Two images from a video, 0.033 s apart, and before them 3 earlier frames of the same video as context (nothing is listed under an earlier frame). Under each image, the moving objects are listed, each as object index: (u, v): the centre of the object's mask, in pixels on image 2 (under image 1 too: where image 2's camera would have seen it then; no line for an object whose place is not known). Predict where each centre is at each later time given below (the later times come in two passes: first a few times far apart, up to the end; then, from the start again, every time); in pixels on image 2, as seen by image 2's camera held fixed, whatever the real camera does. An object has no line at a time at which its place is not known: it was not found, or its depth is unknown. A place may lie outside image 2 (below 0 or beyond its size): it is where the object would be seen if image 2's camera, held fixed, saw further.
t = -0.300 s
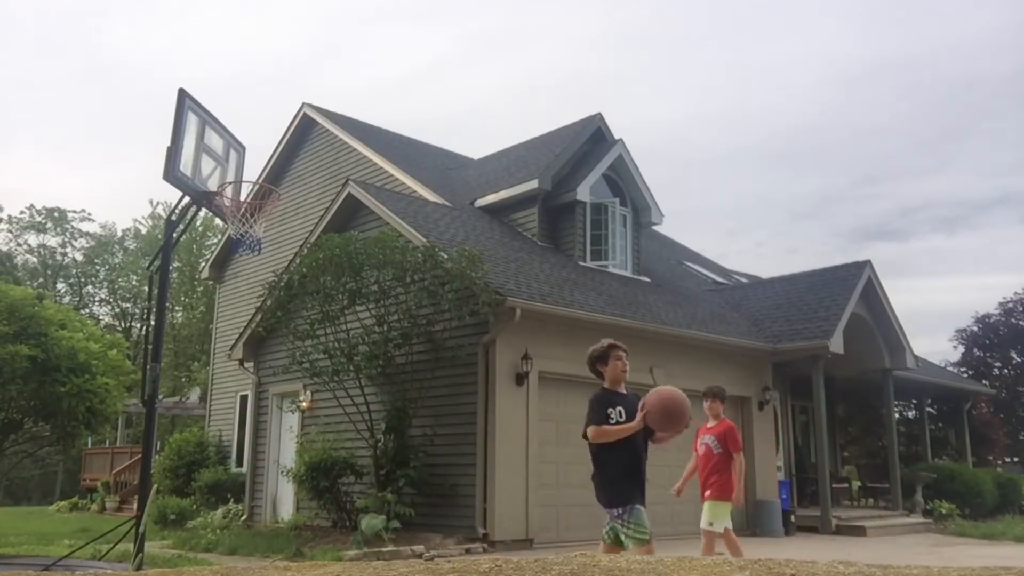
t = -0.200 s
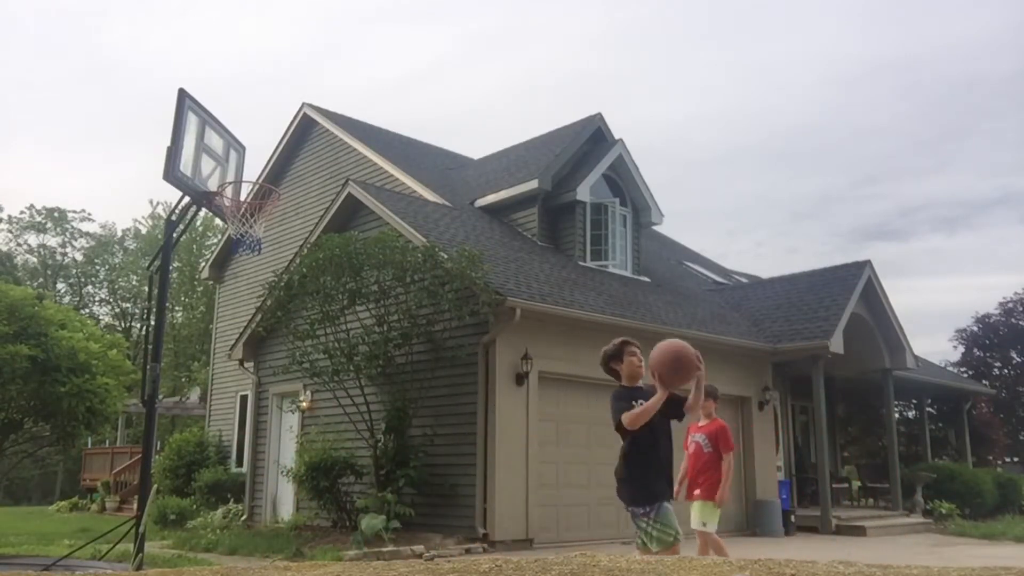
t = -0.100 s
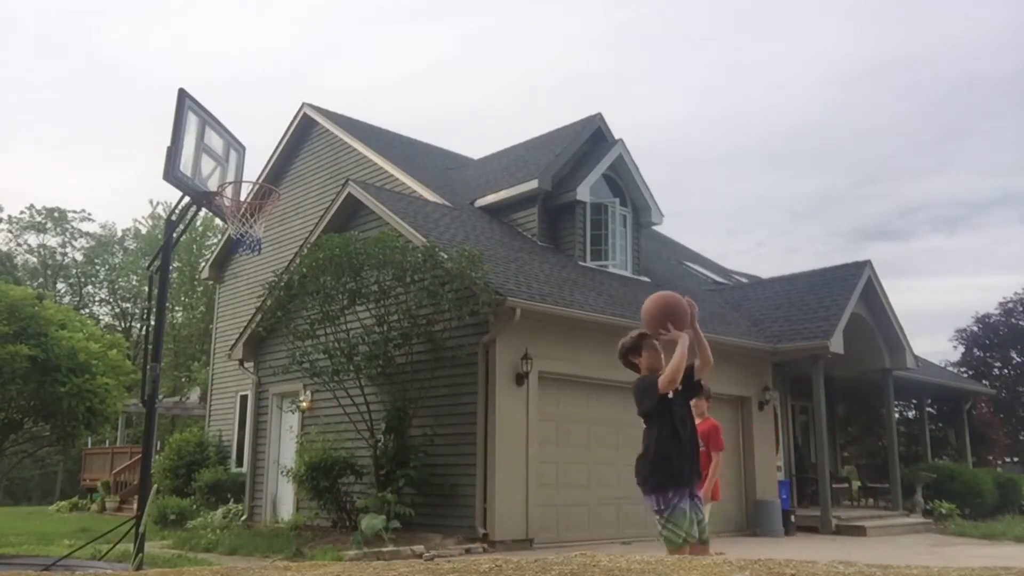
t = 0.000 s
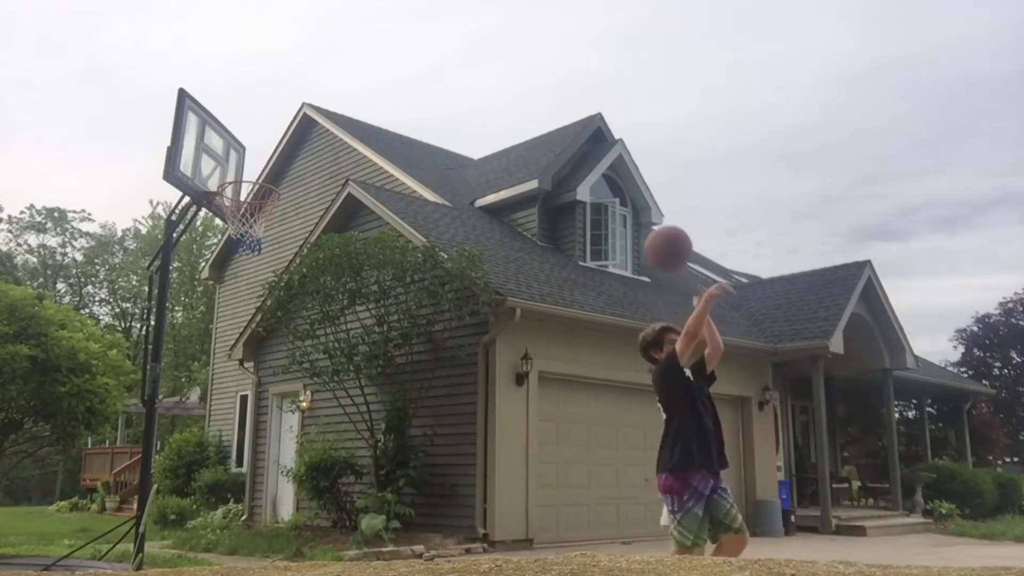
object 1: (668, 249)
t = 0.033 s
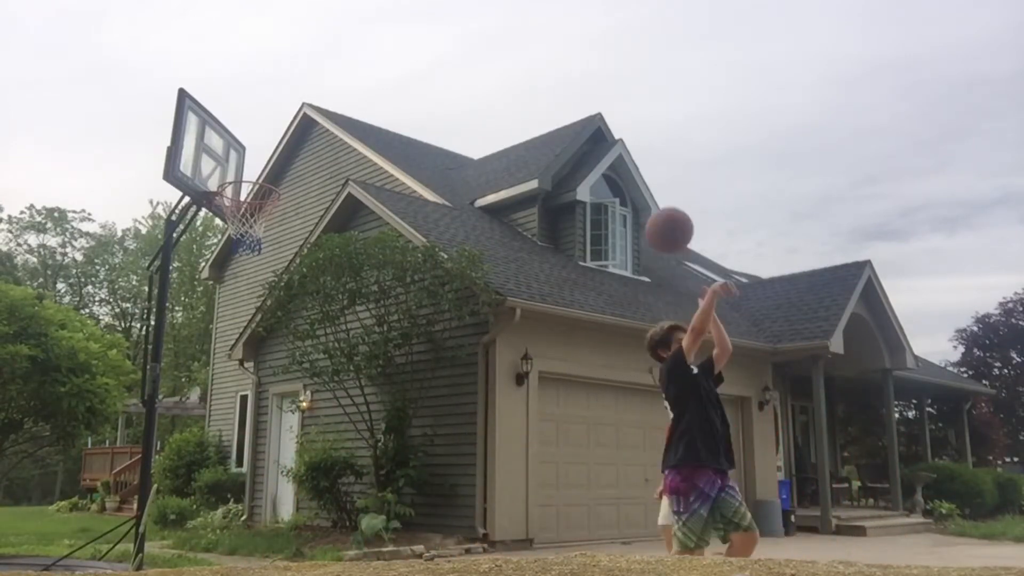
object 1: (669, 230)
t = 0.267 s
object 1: (675, 160)
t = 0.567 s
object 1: (686, 213)
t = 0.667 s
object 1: (691, 267)
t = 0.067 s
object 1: (670, 214)
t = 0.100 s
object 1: (671, 199)
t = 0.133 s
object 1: (672, 187)
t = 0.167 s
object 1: (672, 178)
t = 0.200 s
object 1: (673, 170)
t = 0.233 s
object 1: (674, 164)
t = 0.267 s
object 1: (675, 160)
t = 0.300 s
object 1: (676, 158)
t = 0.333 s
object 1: (678, 158)
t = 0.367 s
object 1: (679, 159)
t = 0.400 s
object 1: (680, 163)
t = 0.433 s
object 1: (681, 169)
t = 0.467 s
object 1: (682, 176)
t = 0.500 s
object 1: (683, 187)
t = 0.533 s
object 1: (684, 199)
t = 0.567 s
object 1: (686, 213)
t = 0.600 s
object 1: (688, 229)
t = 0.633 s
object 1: (689, 247)
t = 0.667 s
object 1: (691, 267)
